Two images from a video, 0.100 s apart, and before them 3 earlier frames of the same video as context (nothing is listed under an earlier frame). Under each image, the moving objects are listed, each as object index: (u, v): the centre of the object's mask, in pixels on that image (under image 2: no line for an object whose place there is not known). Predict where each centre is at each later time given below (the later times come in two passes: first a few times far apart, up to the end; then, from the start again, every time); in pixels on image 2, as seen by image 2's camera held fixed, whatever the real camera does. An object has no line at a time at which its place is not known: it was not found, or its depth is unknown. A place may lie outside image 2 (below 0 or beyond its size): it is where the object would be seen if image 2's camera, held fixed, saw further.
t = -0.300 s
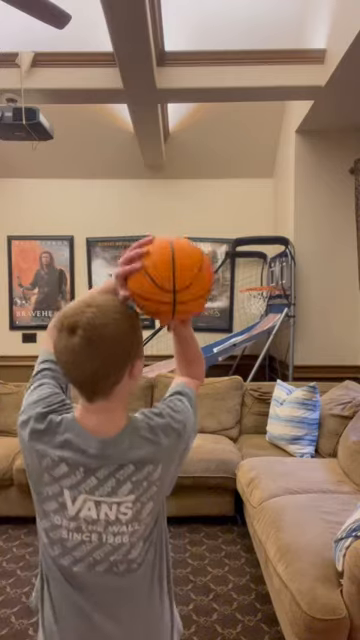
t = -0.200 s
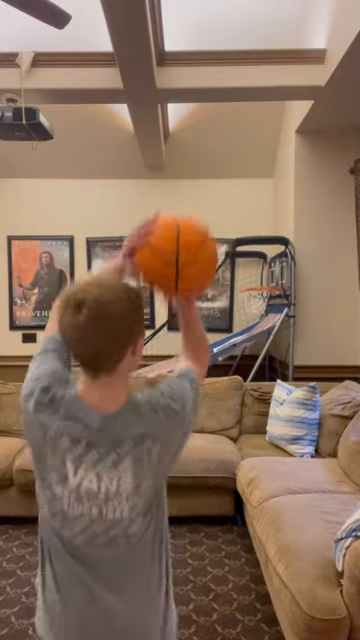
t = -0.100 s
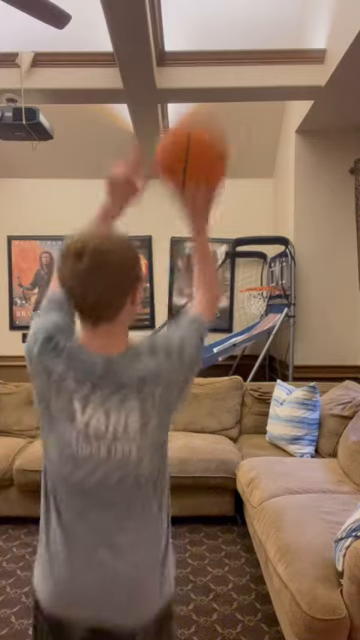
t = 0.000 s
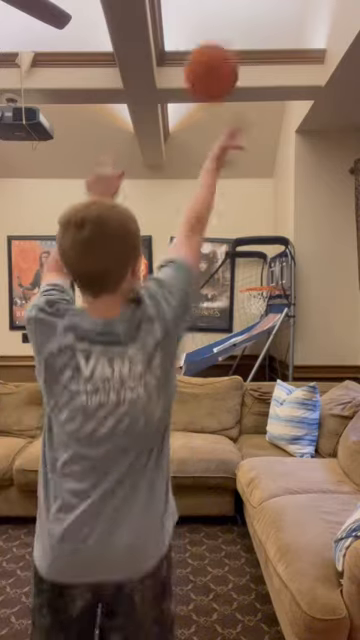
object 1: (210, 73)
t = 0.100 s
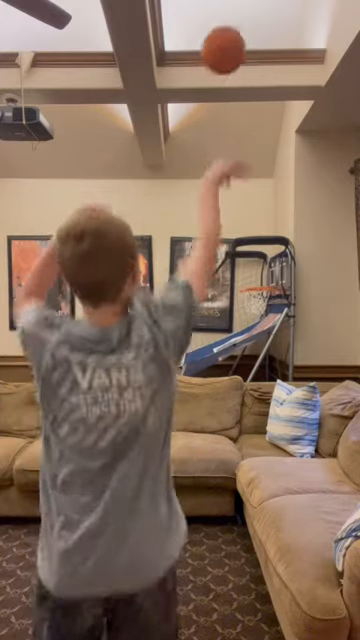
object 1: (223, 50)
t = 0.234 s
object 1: (233, 61)
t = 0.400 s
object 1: (243, 103)
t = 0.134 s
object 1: (227, 50)
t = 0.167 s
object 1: (229, 52)
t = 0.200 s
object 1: (232, 56)
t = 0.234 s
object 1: (233, 61)
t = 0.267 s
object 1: (236, 67)
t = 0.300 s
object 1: (238, 75)
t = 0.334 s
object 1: (239, 85)
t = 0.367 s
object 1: (241, 95)
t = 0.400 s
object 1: (243, 103)
